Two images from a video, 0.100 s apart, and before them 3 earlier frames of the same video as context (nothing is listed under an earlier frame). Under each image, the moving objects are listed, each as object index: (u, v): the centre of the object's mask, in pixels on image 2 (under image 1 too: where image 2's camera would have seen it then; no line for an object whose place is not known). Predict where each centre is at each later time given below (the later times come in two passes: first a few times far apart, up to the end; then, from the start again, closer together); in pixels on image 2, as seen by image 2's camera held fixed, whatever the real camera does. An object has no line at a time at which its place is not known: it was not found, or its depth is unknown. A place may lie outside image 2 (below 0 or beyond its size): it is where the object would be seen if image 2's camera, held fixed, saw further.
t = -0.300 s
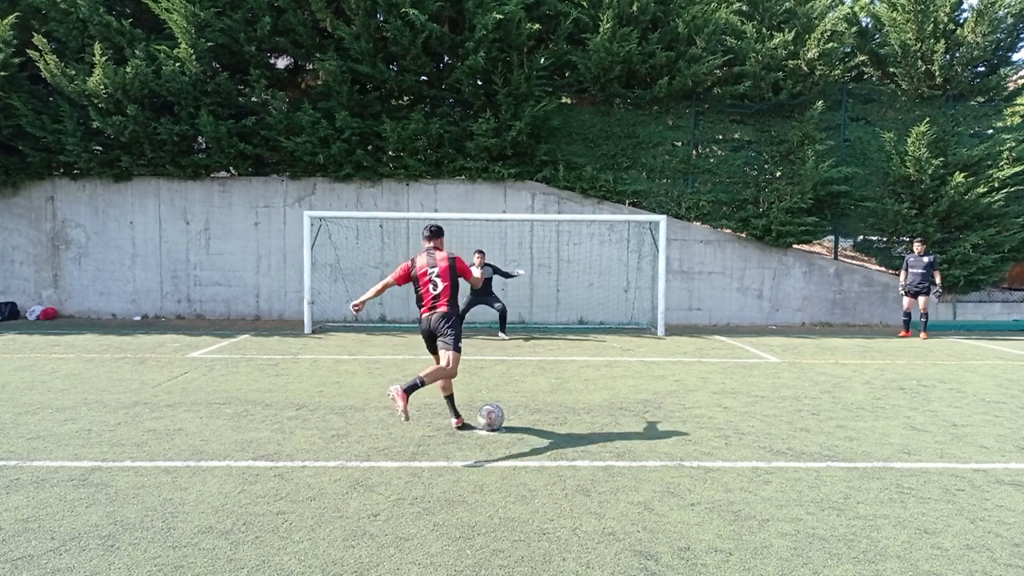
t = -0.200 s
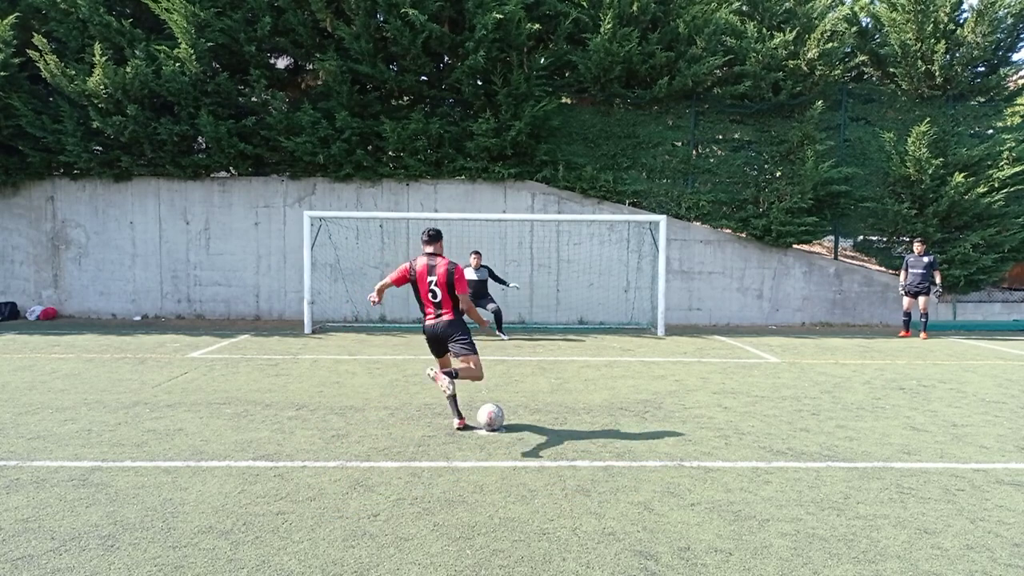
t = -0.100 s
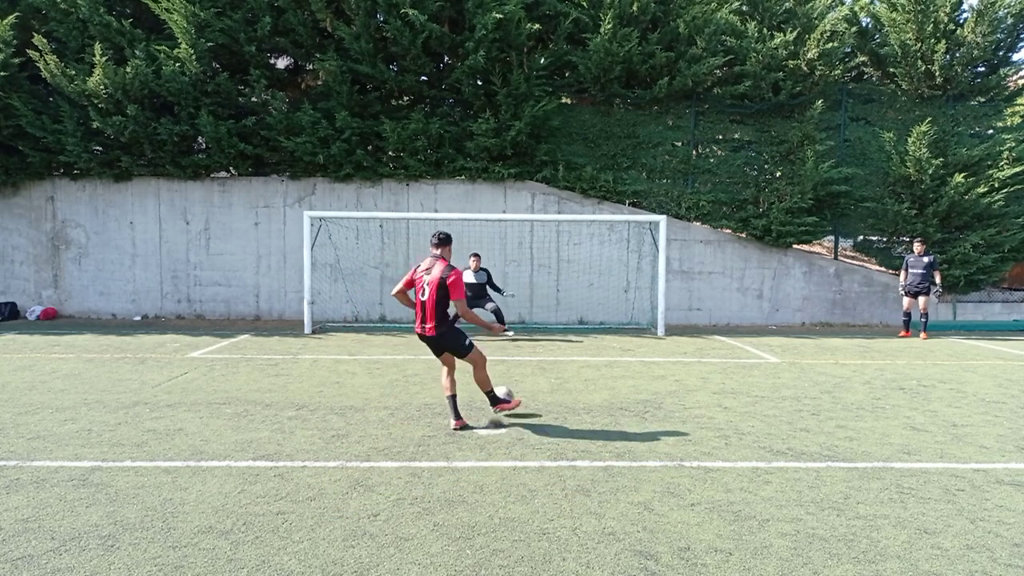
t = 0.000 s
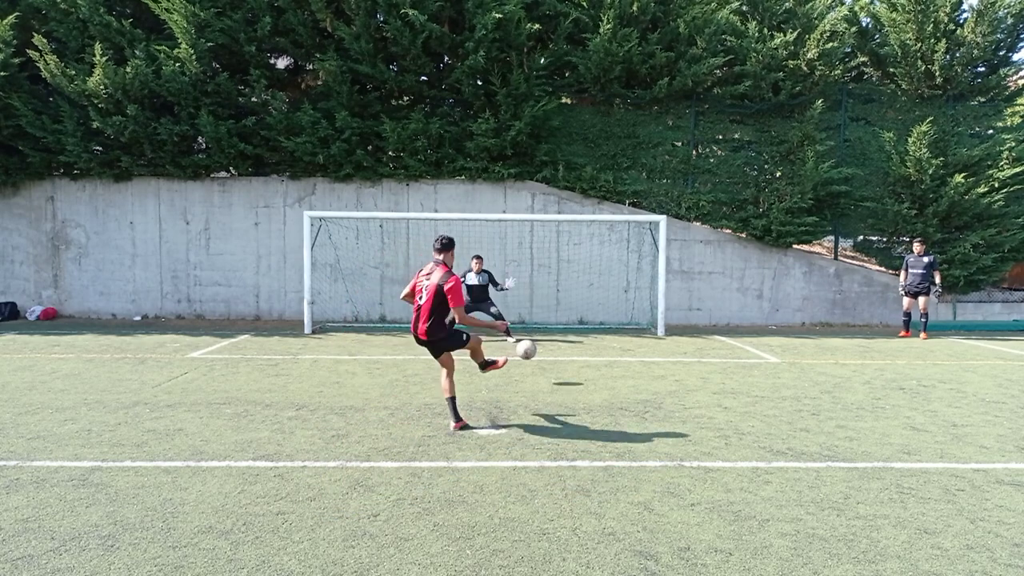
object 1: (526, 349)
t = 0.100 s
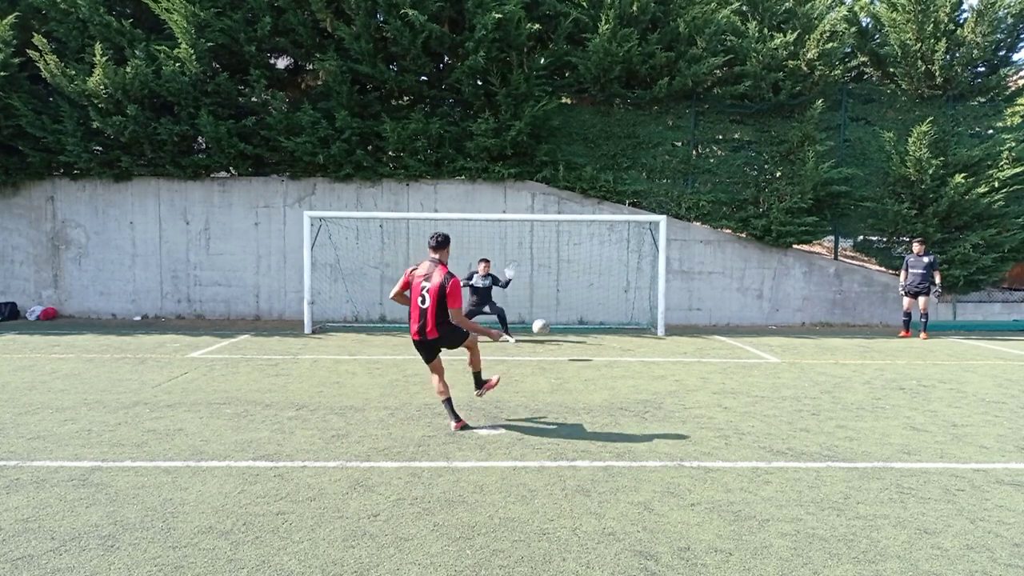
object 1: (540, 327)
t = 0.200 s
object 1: (549, 319)
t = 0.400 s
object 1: (559, 311)
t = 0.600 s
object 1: (573, 267)
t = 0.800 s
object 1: (593, 244)
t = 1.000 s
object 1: (612, 243)
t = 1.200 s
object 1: (632, 263)
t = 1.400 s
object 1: (652, 306)
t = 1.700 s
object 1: (669, 297)
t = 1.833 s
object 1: (673, 288)
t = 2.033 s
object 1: (678, 293)
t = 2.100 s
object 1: (680, 300)
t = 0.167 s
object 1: (547, 320)
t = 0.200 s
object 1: (549, 319)
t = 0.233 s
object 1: (551, 319)
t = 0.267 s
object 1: (553, 319)
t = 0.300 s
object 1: (555, 321)
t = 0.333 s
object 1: (556, 322)
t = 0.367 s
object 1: (557, 321)
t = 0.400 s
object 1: (559, 311)
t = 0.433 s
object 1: (562, 301)
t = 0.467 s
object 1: (563, 293)
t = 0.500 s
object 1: (566, 286)
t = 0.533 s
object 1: (567, 279)
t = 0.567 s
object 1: (570, 272)
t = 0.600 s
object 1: (573, 267)
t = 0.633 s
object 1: (576, 262)
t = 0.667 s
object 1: (580, 257)
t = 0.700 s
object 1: (583, 253)
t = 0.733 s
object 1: (586, 250)
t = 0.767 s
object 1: (589, 247)
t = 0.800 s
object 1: (593, 244)
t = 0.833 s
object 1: (596, 242)
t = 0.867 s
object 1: (599, 241)
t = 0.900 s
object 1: (603, 241)
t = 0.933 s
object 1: (606, 241)
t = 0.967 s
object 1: (609, 241)
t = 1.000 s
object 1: (612, 243)
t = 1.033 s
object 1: (615, 245)
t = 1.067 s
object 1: (619, 247)
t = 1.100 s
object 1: (622, 250)
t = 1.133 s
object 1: (626, 254)
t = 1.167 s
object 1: (629, 258)
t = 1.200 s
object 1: (632, 263)
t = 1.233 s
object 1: (636, 269)
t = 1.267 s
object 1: (639, 275)
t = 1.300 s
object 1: (642, 282)
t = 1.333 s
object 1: (646, 289)
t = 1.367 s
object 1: (649, 297)
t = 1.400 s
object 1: (652, 306)
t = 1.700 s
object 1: (669, 297)
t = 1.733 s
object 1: (670, 294)
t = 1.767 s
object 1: (671, 292)
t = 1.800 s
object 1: (672, 290)
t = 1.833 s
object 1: (673, 288)
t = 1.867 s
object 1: (674, 287)
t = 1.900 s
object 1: (674, 287)
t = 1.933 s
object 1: (675, 288)
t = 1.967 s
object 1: (676, 289)
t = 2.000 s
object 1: (677, 290)
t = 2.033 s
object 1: (678, 293)
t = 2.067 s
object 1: (679, 296)
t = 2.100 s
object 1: (680, 300)
